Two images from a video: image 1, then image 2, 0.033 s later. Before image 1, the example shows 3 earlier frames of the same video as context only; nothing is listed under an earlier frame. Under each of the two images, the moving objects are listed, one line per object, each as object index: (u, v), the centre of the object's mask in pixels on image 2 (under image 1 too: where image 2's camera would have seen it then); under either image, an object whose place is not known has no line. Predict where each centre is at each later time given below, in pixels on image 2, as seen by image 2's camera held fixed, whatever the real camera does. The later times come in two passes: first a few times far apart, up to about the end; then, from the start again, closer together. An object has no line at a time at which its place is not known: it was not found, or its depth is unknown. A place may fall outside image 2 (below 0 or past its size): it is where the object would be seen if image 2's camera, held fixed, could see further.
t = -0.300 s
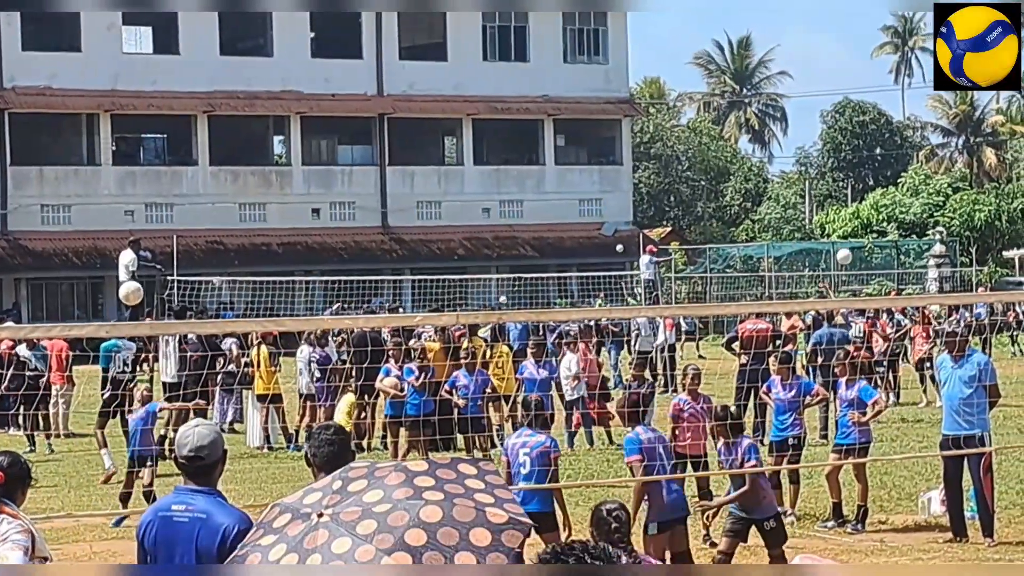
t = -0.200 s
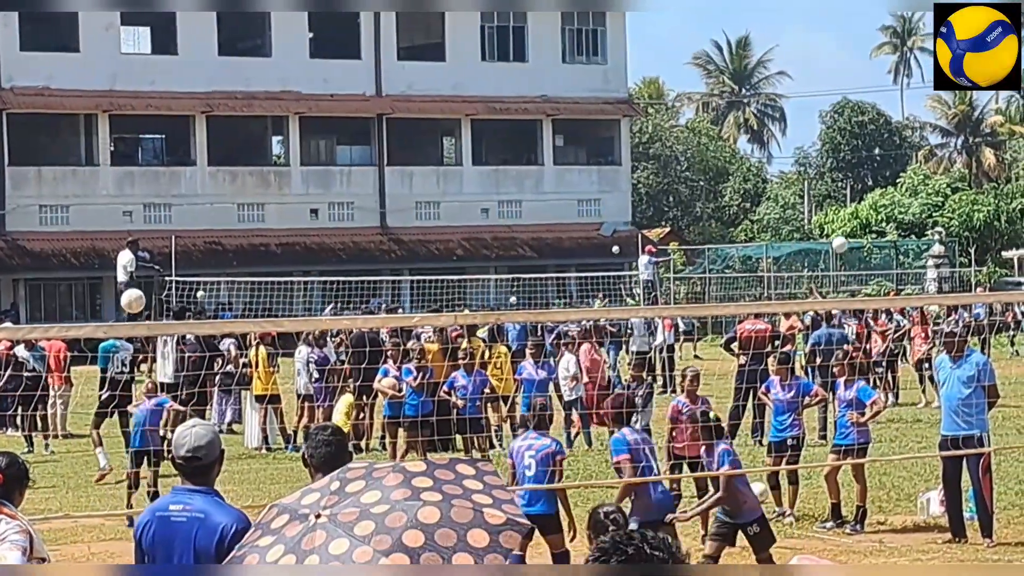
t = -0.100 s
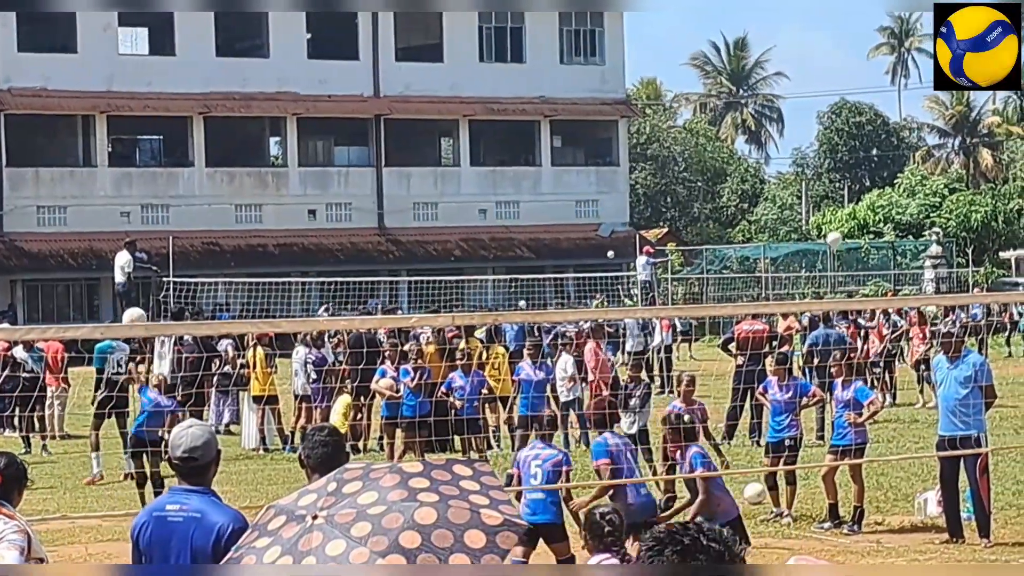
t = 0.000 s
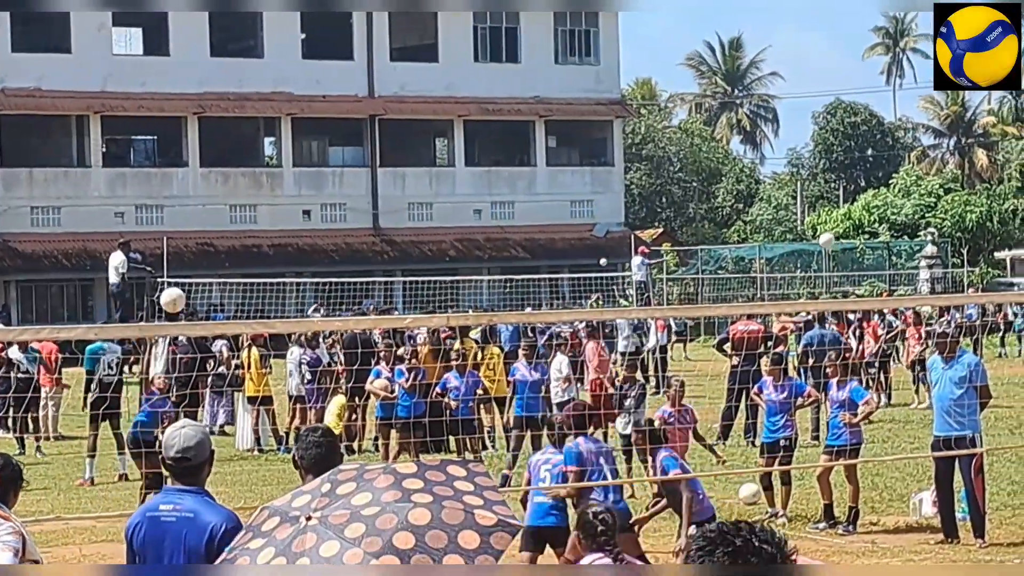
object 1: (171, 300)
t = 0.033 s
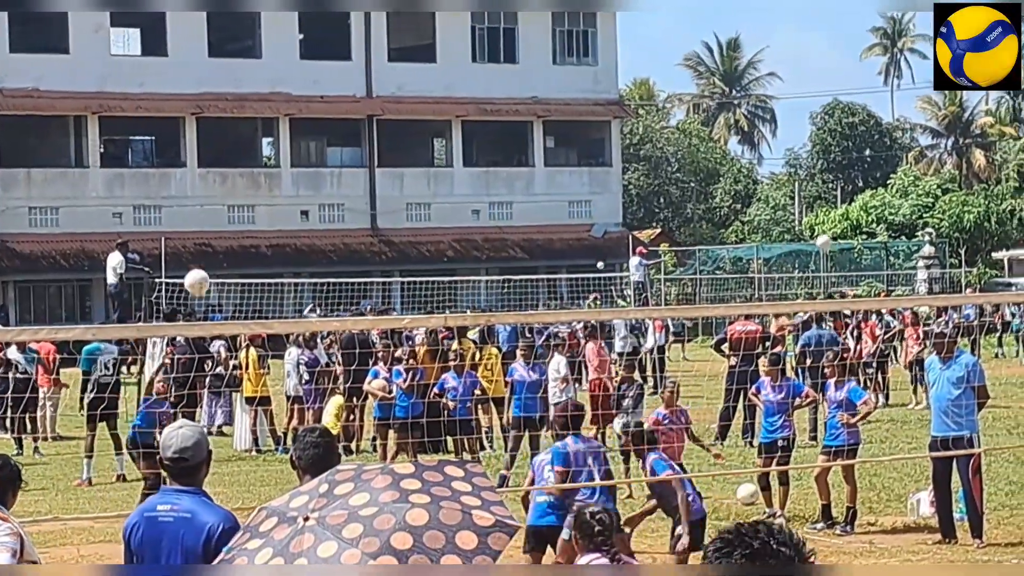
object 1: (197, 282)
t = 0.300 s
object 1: (434, 157)
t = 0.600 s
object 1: (768, 99)
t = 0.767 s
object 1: (1008, 116)
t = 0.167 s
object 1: (310, 215)
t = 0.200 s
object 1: (339, 199)
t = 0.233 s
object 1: (370, 185)
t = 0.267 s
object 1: (402, 170)
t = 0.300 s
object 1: (434, 157)
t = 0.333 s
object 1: (468, 145)
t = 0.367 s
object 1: (502, 135)
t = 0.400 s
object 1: (537, 126)
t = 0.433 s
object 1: (572, 118)
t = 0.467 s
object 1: (609, 112)
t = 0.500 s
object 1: (647, 107)
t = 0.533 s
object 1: (686, 104)
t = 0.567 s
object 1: (727, 100)
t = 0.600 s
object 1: (768, 99)
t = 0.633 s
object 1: (812, 100)
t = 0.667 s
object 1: (857, 101)
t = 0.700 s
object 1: (905, 104)
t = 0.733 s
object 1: (955, 109)
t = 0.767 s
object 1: (1008, 116)
